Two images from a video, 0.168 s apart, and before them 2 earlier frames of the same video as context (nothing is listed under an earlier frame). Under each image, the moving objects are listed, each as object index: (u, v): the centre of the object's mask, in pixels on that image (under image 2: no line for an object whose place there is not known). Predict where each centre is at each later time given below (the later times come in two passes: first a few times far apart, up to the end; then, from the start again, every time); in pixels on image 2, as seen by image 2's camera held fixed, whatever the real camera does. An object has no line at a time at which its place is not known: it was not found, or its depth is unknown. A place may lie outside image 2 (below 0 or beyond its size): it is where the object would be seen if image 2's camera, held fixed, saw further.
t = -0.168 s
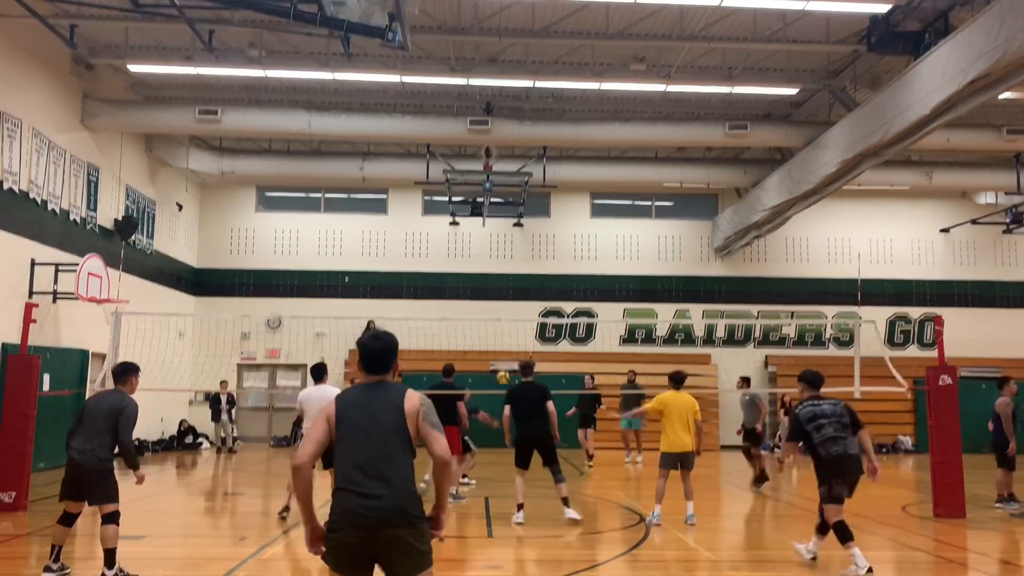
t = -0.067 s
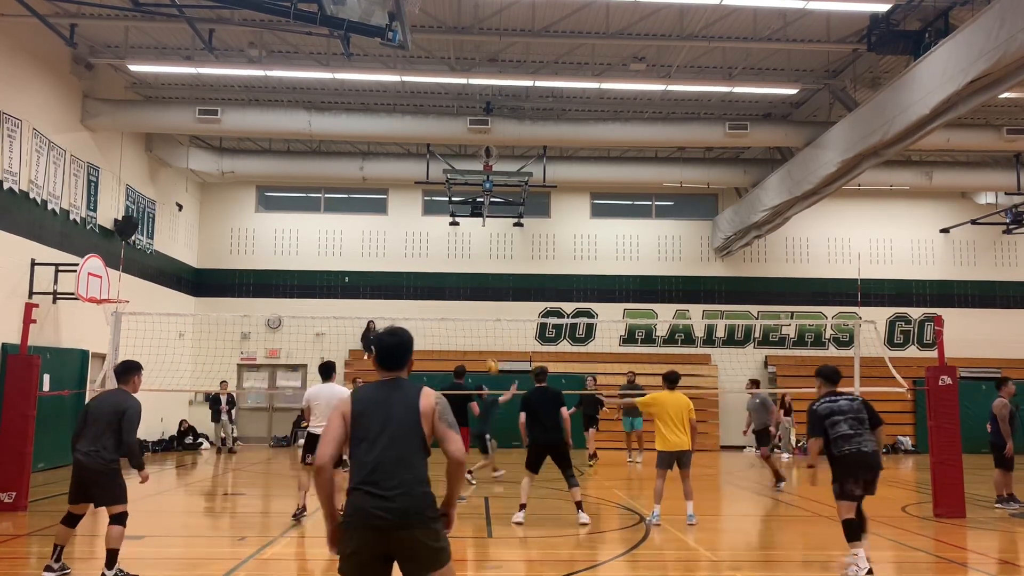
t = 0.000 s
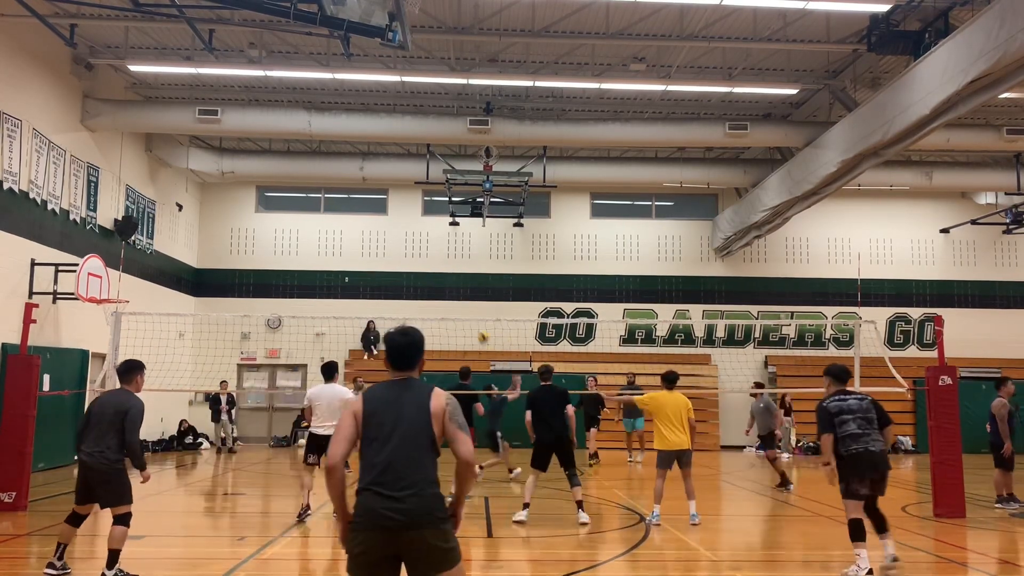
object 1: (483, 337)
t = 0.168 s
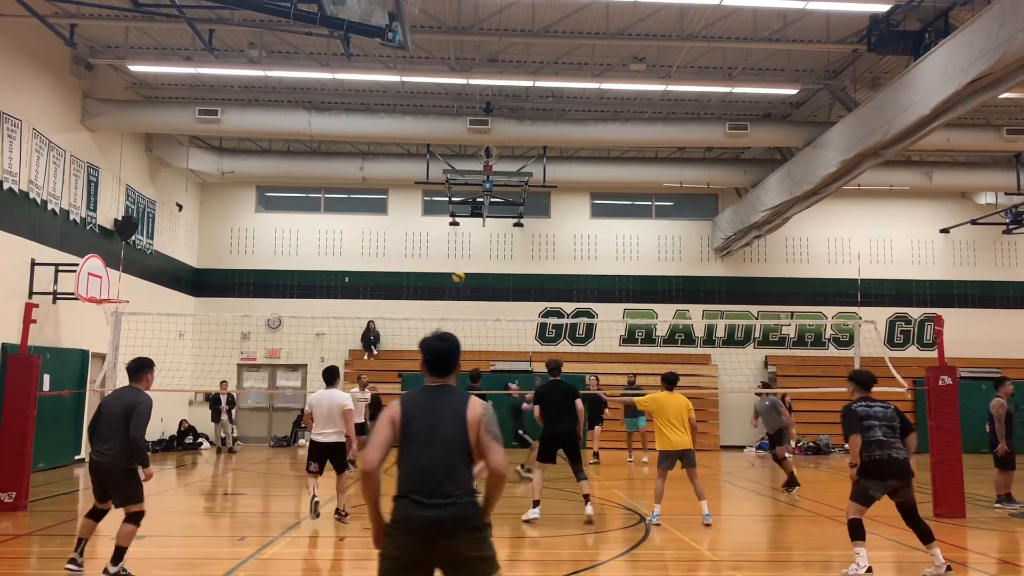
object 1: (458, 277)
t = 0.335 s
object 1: (434, 234)
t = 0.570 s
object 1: (400, 202)
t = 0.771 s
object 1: (370, 198)
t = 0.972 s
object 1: (339, 217)
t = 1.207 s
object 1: (305, 269)
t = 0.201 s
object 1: (453, 266)
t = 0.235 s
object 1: (448, 258)
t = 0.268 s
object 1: (444, 249)
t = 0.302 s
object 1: (438, 241)
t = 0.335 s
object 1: (434, 234)
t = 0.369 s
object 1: (428, 227)
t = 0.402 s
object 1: (424, 222)
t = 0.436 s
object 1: (419, 217)
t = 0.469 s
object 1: (414, 212)
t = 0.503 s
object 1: (409, 208)
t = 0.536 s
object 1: (404, 205)
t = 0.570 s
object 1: (400, 202)
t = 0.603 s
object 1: (394, 200)
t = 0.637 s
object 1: (389, 198)
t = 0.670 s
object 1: (384, 197)
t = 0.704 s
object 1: (379, 197)
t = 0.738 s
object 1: (374, 197)
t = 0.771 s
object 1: (370, 198)
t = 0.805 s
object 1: (365, 199)
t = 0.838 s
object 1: (359, 203)
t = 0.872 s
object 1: (354, 206)
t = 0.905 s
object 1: (350, 209)
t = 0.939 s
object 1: (345, 213)
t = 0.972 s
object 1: (339, 217)
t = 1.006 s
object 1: (335, 224)
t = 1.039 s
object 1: (329, 229)
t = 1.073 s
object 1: (325, 236)
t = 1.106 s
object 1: (320, 243)
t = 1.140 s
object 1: (314, 251)
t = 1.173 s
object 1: (309, 260)
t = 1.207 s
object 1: (305, 269)
